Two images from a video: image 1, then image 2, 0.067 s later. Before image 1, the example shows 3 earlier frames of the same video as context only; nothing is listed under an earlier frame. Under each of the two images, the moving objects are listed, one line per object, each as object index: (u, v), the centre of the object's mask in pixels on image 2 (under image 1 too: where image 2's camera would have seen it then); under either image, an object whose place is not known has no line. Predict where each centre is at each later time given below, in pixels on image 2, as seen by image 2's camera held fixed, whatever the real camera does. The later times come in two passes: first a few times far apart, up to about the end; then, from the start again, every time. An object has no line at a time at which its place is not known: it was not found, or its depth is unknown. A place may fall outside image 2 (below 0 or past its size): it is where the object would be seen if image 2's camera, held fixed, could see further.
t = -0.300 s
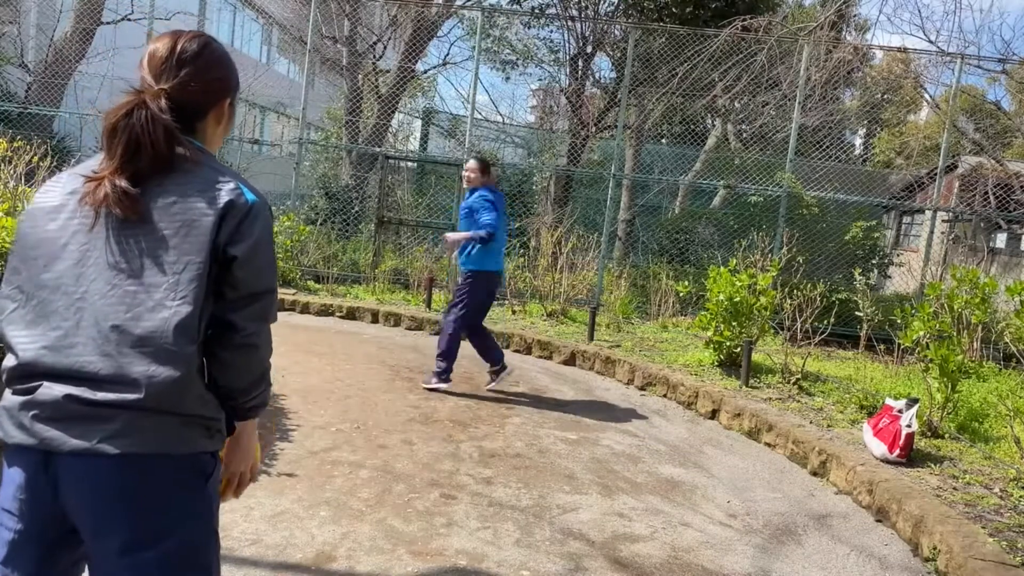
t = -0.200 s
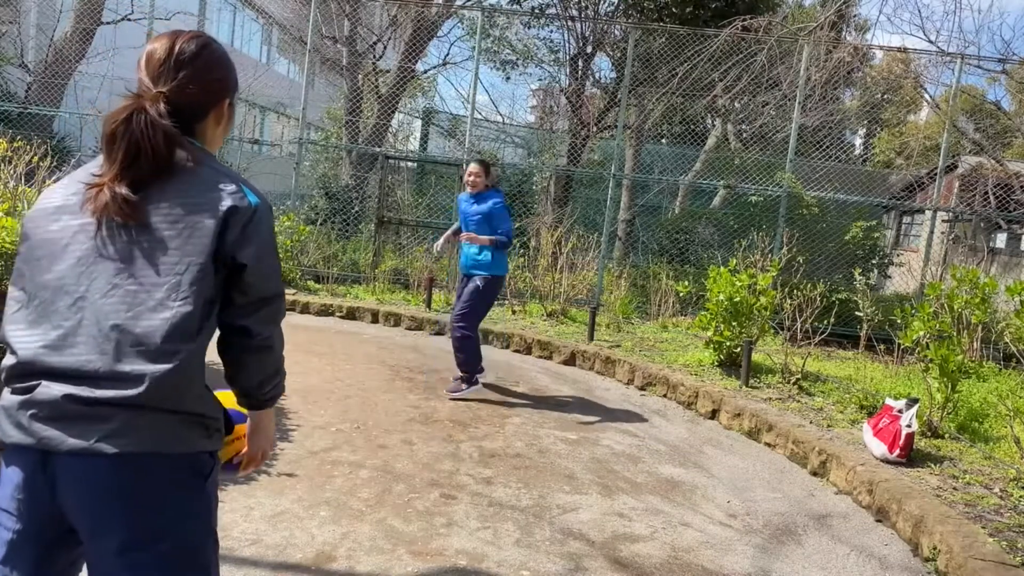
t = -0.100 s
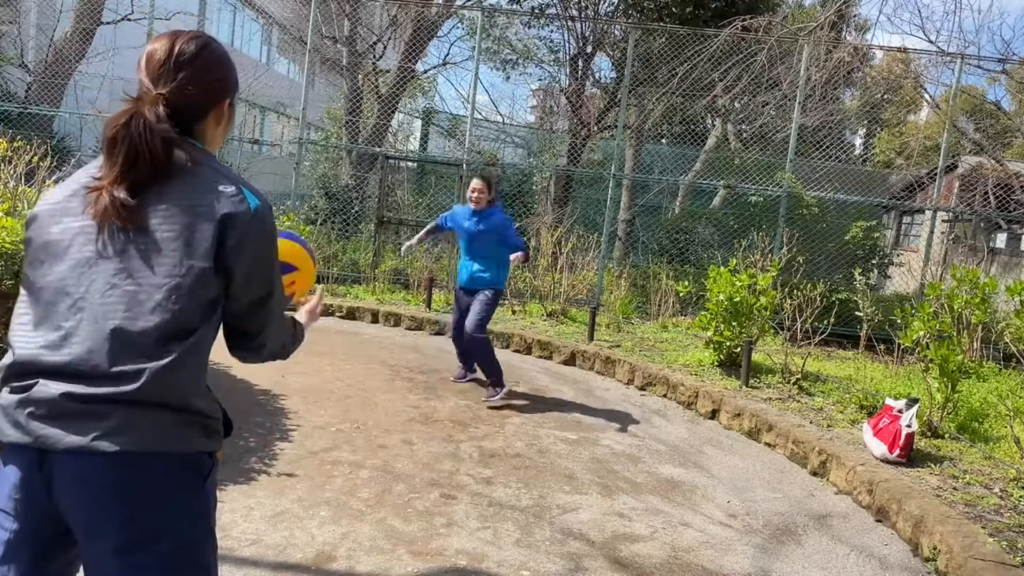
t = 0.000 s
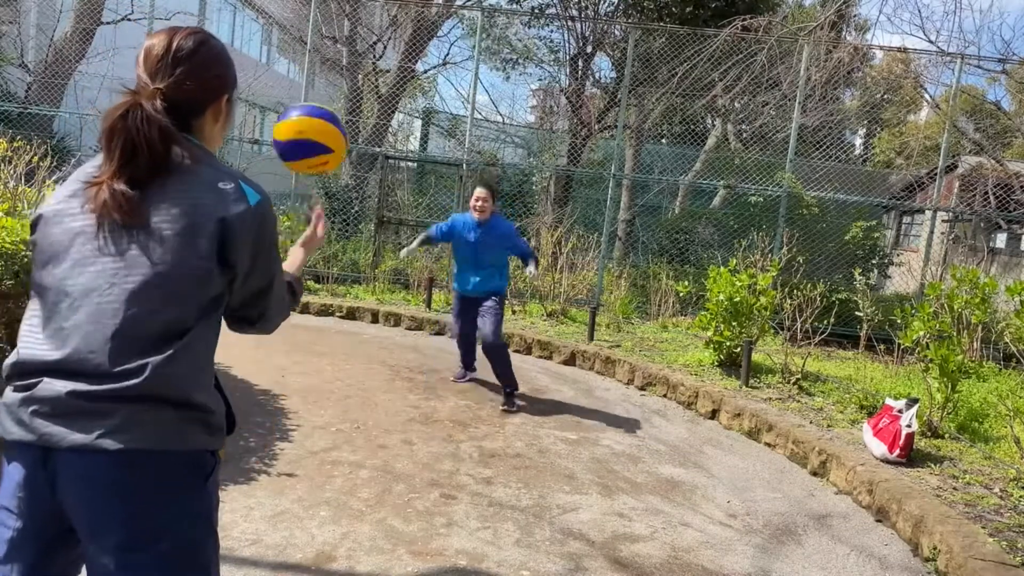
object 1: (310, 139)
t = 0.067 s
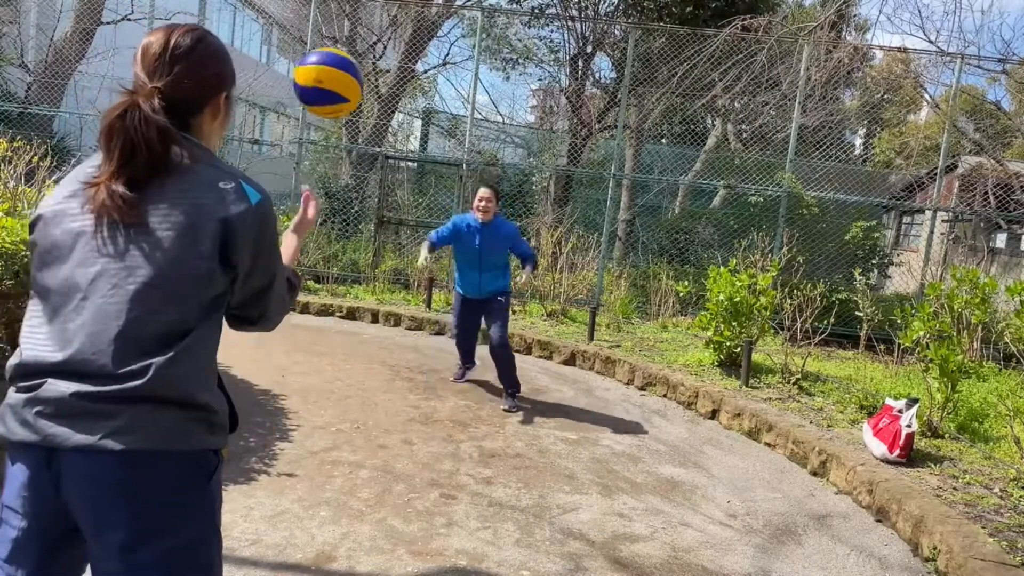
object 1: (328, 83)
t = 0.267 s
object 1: (364, 22)
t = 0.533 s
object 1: (384, 100)
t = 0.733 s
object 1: (385, 236)
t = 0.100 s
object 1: (336, 62)
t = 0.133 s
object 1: (343, 46)
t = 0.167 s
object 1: (349, 34)
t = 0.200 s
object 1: (355, 28)
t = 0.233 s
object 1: (360, 24)
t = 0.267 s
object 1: (364, 22)
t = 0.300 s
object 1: (369, 23)
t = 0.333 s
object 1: (372, 25)
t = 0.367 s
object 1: (374, 31)
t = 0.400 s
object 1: (377, 40)
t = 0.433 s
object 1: (380, 52)
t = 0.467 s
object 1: (382, 66)
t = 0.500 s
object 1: (383, 83)
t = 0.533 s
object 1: (384, 100)
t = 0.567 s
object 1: (386, 119)
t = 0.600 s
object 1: (385, 141)
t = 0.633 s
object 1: (386, 164)
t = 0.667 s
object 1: (386, 186)
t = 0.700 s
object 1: (385, 212)
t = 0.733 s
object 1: (385, 236)
